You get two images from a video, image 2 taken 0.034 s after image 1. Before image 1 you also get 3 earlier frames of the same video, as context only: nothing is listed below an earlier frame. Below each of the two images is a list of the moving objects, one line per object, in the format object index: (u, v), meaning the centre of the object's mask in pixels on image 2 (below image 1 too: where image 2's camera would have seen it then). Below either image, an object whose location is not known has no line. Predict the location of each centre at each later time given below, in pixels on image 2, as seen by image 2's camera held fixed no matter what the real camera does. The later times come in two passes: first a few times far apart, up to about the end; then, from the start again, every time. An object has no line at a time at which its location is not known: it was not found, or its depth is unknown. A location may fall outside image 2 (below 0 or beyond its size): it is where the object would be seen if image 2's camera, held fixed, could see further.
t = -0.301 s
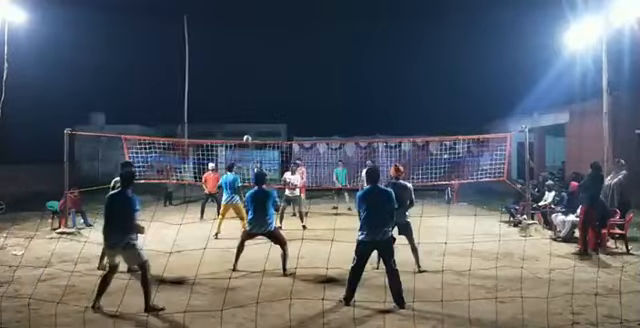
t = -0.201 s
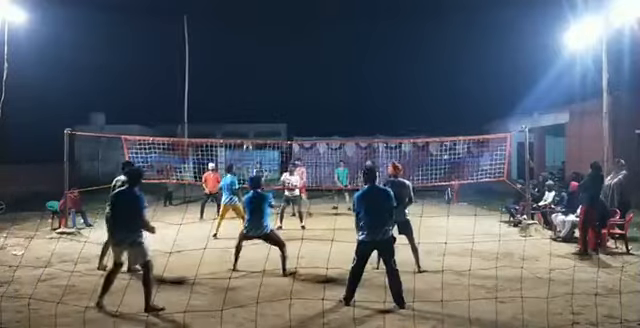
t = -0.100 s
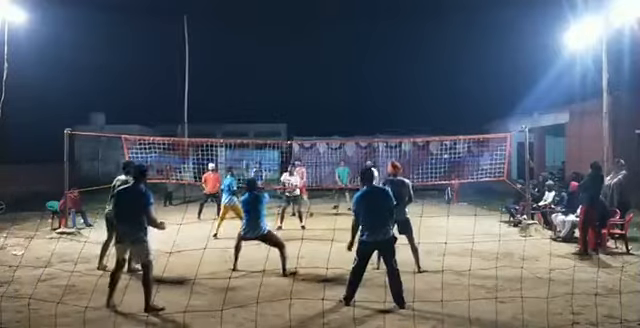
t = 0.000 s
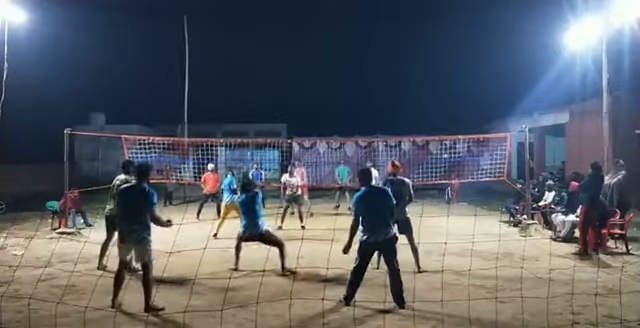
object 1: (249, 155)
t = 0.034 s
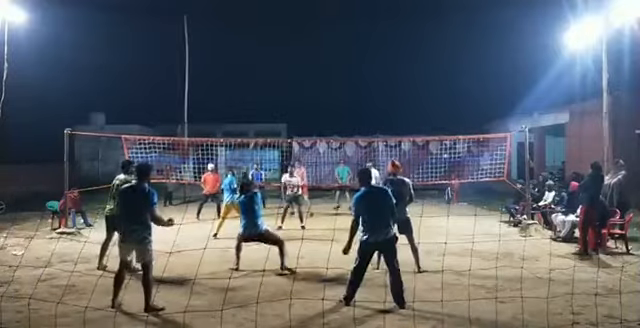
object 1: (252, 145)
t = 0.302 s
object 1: (274, 102)
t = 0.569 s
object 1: (288, 101)
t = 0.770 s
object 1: (297, 116)
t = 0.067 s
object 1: (258, 134)
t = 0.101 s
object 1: (261, 129)
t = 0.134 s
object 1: (263, 122)
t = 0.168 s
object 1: (265, 117)
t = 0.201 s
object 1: (267, 113)
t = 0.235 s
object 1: (269, 108)
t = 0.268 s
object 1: (272, 105)
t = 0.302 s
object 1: (274, 102)
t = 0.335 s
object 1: (276, 100)
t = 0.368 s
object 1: (278, 99)
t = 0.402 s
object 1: (279, 98)
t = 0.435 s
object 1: (281, 98)
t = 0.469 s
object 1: (283, 98)
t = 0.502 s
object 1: (285, 98)
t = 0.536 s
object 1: (286, 99)
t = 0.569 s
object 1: (288, 101)
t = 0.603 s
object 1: (289, 103)
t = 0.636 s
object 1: (291, 105)
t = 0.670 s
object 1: (292, 107)
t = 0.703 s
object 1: (294, 110)
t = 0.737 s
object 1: (295, 113)
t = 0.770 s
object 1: (297, 116)
